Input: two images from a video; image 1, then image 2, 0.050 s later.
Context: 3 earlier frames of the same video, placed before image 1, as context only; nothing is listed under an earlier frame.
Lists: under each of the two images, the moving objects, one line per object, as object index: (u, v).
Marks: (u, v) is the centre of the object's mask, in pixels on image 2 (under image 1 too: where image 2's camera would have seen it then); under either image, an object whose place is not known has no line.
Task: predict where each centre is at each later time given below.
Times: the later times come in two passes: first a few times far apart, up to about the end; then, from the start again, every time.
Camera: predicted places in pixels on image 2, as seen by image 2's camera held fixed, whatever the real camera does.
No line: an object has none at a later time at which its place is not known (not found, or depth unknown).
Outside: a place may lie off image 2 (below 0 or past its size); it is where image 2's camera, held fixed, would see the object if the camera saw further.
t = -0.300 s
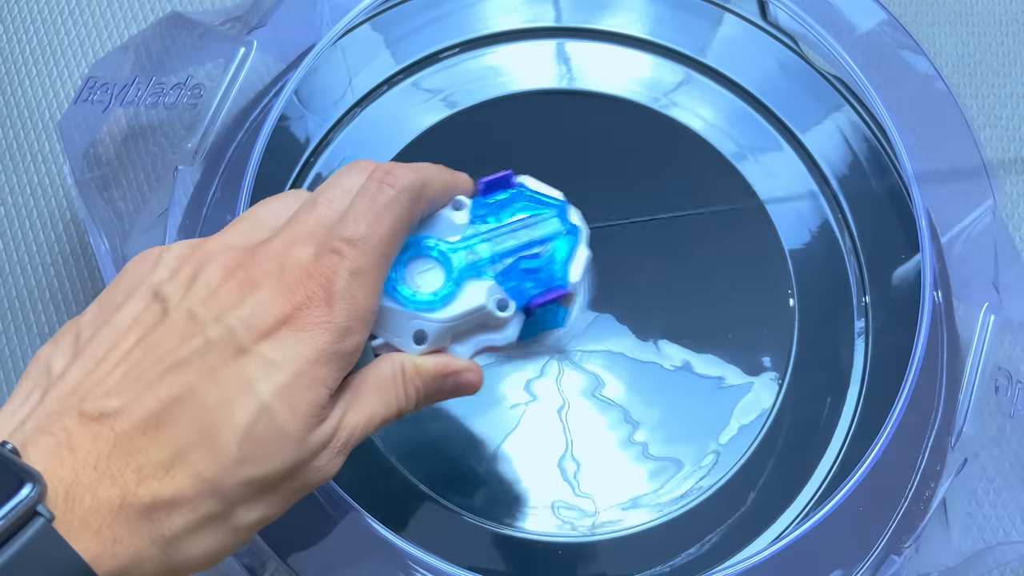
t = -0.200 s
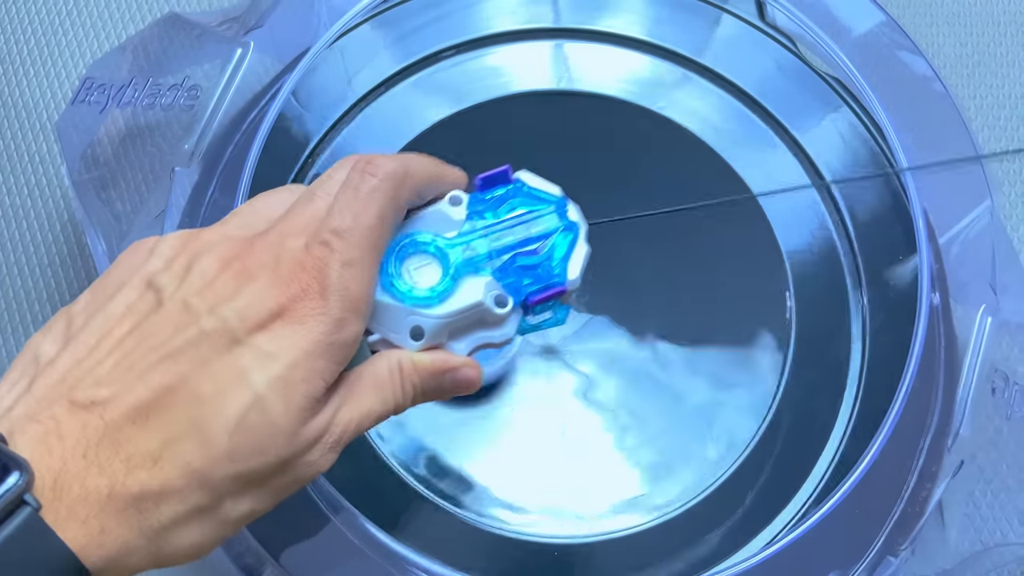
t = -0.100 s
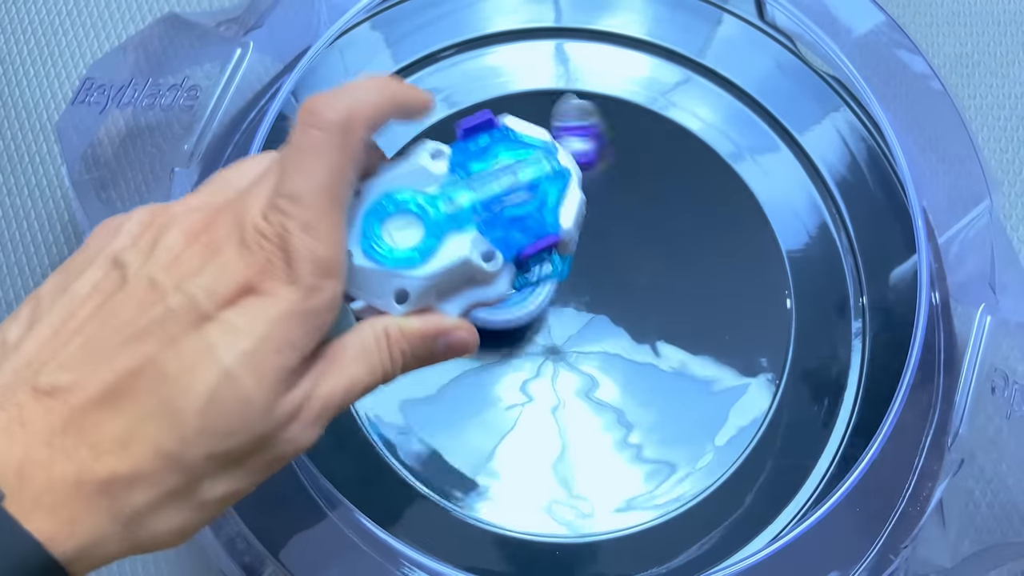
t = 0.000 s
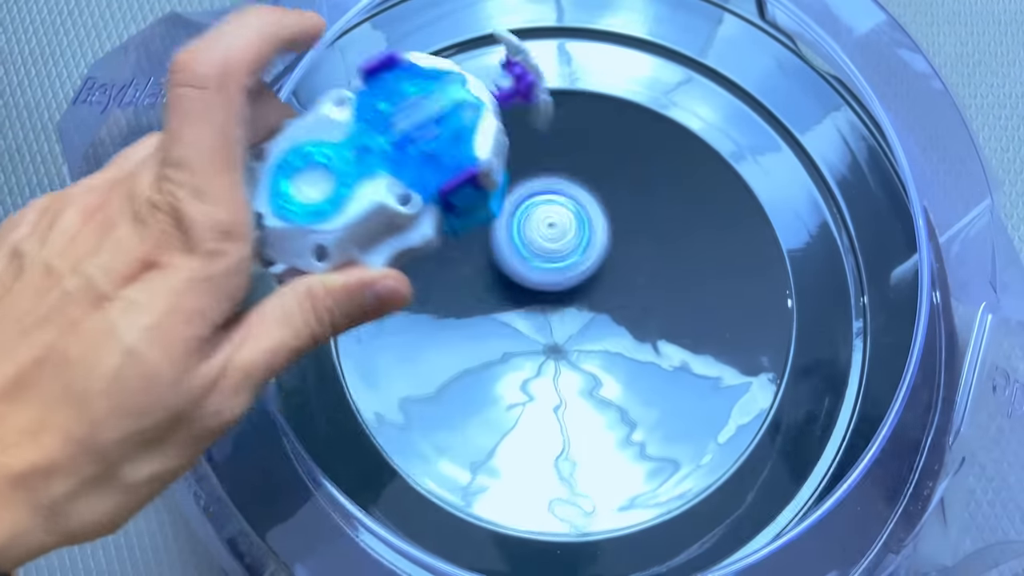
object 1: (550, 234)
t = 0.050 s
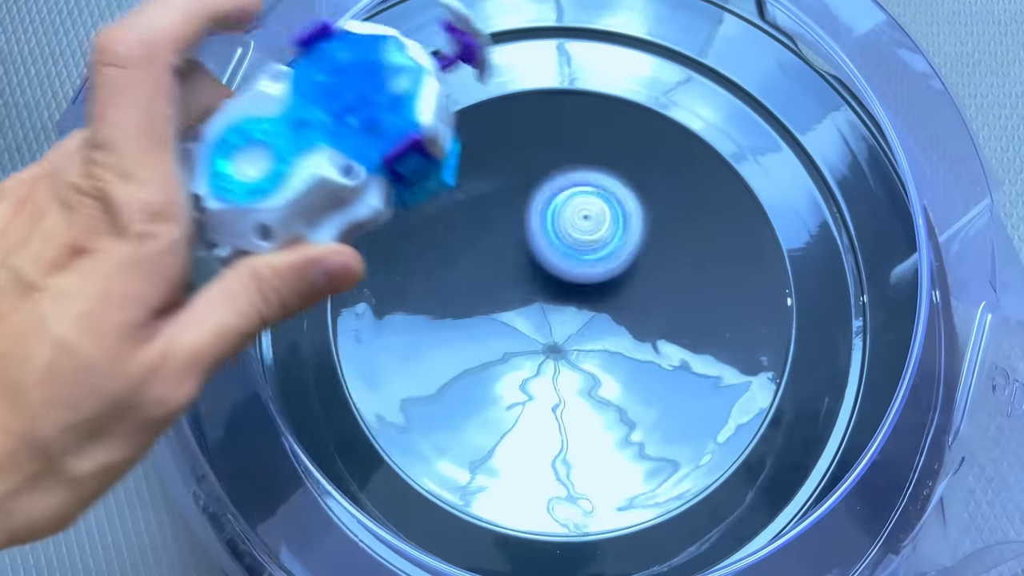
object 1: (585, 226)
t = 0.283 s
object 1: (680, 385)
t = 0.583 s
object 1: (359, 338)
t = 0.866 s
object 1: (517, 58)
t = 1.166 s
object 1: (716, 65)
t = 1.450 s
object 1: (827, 192)
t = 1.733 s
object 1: (812, 415)
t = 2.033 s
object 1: (551, 548)
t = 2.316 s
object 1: (281, 426)
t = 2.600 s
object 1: (363, 91)
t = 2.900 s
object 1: (602, 43)
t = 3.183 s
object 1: (760, 209)
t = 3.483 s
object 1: (589, 520)
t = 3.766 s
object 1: (334, 290)
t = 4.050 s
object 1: (570, 116)
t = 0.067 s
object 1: (598, 226)
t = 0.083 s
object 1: (610, 229)
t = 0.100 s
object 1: (623, 234)
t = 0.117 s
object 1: (635, 239)
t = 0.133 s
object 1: (647, 248)
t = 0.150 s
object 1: (657, 257)
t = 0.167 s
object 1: (666, 269)
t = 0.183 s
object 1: (675, 284)
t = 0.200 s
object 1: (681, 297)
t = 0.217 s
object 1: (686, 314)
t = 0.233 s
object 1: (689, 332)
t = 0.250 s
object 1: (689, 349)
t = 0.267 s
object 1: (686, 368)
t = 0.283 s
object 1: (680, 385)
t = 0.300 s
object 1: (670, 402)
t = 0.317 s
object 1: (660, 422)
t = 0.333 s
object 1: (643, 437)
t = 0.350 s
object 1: (625, 452)
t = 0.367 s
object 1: (609, 462)
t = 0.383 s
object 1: (586, 468)
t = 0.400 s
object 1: (563, 475)
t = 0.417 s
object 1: (538, 473)
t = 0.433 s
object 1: (516, 473)
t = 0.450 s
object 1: (492, 468)
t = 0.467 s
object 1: (466, 454)
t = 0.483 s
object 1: (448, 446)
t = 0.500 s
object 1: (430, 436)
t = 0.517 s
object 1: (411, 421)
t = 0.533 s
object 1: (394, 402)
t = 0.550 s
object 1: (378, 378)
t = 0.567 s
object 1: (369, 359)
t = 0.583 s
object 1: (359, 338)
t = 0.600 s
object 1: (353, 317)
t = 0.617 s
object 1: (349, 295)
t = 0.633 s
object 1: (348, 272)
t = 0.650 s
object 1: (348, 252)
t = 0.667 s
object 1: (352, 231)
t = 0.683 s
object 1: (358, 208)
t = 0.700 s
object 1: (364, 192)
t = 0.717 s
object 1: (375, 170)
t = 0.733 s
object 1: (387, 155)
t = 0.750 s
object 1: (402, 135)
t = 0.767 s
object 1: (418, 121)
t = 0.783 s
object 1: (435, 109)
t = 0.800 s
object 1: (454, 98)
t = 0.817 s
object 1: (472, 87)
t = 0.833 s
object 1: (487, 78)
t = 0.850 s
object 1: (501, 68)
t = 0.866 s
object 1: (517, 58)
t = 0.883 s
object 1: (529, 54)
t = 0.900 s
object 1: (541, 51)
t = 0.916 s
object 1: (554, 48)
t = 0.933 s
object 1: (566, 47)
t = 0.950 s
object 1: (579, 45)
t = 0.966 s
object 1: (591, 45)
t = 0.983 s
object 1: (601, 44)
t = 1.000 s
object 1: (612, 44)
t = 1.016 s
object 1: (623, 44)
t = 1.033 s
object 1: (636, 45)
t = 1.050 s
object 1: (645, 46)
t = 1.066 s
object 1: (658, 46)
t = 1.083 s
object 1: (667, 48)
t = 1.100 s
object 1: (676, 50)
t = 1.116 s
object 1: (687, 52)
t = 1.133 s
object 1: (696, 55)
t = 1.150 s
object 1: (707, 59)
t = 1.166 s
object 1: (716, 65)
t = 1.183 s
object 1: (727, 71)
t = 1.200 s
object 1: (735, 78)
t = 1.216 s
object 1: (743, 85)
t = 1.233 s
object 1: (750, 89)
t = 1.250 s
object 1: (758, 97)
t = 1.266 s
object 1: (765, 103)
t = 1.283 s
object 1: (772, 109)
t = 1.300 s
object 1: (779, 115)
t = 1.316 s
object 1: (785, 122)
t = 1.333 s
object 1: (791, 129)
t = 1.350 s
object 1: (797, 137)
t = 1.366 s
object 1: (803, 146)
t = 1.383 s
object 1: (809, 154)
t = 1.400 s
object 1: (814, 163)
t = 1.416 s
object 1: (820, 171)
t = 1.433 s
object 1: (824, 180)
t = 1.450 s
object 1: (827, 192)
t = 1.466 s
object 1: (832, 204)
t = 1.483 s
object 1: (835, 215)
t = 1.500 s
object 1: (839, 226)
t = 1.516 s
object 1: (841, 237)
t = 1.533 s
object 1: (844, 249)
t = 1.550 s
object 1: (844, 261)
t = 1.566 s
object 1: (844, 275)
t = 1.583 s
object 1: (844, 288)
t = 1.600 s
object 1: (843, 302)
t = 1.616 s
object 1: (843, 316)
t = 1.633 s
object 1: (841, 331)
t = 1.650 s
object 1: (838, 344)
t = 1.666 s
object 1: (835, 358)
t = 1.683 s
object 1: (831, 372)
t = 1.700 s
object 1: (826, 386)
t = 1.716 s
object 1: (819, 400)
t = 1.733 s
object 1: (812, 415)
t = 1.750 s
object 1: (803, 429)
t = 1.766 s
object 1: (793, 442)
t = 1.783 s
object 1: (783, 456)
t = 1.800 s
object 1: (772, 469)
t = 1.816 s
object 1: (761, 482)
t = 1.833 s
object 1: (746, 493)
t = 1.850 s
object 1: (733, 504)
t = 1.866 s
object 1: (723, 516)
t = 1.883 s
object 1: (706, 521)
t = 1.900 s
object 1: (690, 525)
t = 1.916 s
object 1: (675, 530)
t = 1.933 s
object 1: (657, 535)
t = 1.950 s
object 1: (640, 537)
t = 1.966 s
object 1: (623, 540)
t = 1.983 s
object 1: (603, 541)
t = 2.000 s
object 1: (586, 544)
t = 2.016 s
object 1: (569, 546)
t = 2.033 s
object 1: (551, 548)
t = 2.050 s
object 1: (533, 549)
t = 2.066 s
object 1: (516, 551)
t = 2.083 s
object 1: (497, 551)
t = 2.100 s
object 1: (481, 550)
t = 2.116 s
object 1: (464, 551)
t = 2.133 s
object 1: (448, 549)
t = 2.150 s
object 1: (429, 546)
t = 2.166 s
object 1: (413, 543)
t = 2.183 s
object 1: (396, 538)
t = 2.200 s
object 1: (378, 533)
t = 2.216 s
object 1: (361, 526)
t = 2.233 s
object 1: (345, 516)
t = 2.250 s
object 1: (330, 505)
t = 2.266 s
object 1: (317, 487)
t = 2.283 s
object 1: (303, 467)
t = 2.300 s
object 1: (292, 446)
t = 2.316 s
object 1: (281, 426)
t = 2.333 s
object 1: (273, 403)
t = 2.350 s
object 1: (267, 381)
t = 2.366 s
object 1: (264, 359)
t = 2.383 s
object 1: (257, 334)
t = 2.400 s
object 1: (256, 313)
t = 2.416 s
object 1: (256, 291)
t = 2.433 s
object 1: (259, 268)
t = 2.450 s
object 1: (262, 248)
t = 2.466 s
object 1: (268, 226)
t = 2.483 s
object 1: (277, 205)
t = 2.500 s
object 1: (283, 187)
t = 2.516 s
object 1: (294, 169)
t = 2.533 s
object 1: (306, 151)
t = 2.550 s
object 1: (321, 137)
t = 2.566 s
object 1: (334, 122)
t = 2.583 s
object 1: (347, 107)
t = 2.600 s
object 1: (363, 91)
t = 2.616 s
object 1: (382, 82)
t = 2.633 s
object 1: (399, 71)
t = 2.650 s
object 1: (417, 59)
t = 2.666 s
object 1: (432, 52)
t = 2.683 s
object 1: (445, 48)
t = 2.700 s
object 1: (459, 45)
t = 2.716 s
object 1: (473, 43)
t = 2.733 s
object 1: (487, 41)
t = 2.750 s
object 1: (501, 39)
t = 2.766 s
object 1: (513, 38)
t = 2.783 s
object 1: (525, 38)
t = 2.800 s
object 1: (535, 37)
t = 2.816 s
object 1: (546, 37)
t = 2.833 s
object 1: (557, 38)
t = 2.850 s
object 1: (569, 39)
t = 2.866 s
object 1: (580, 39)
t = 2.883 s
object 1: (591, 41)
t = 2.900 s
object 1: (602, 43)
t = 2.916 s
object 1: (613, 46)
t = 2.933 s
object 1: (624, 49)
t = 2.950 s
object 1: (636, 53)
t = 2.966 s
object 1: (646, 59)
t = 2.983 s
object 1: (657, 66)
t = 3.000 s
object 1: (667, 73)
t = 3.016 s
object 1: (677, 81)
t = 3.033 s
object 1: (686, 89)
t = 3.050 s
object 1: (696, 99)
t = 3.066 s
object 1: (706, 109)
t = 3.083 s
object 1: (716, 119)
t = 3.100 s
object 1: (724, 130)
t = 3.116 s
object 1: (733, 144)
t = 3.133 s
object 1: (740, 158)
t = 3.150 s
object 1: (747, 173)
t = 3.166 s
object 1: (754, 191)
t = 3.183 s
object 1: (760, 209)
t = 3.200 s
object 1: (765, 229)
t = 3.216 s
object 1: (770, 250)
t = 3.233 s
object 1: (774, 272)
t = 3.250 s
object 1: (774, 294)
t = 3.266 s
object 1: (772, 316)
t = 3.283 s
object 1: (770, 336)
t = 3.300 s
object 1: (765, 358)
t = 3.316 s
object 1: (758, 379)
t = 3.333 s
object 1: (750, 400)
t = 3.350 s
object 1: (739, 420)
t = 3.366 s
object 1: (728, 441)
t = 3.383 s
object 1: (710, 459)
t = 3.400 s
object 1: (693, 475)
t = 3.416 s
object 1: (675, 489)
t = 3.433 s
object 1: (654, 501)
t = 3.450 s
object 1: (632, 510)
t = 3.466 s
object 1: (611, 516)
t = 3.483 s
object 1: (589, 520)
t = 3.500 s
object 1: (565, 523)
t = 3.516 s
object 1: (540, 523)
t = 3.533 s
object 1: (517, 522)
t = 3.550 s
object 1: (492, 519)
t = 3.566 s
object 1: (469, 513)
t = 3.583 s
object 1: (447, 503)
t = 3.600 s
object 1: (427, 488)
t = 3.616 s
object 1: (411, 472)
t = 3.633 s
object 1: (393, 456)
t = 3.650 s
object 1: (377, 441)
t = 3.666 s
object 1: (363, 420)
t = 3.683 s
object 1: (352, 398)
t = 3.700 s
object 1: (343, 376)
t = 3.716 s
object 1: (338, 355)
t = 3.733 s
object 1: (334, 332)
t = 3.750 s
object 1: (333, 311)
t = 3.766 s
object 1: (334, 290)
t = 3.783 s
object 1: (336, 270)
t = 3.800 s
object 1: (341, 251)
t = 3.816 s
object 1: (347, 230)
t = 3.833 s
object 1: (356, 213)
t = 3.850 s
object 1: (366, 201)
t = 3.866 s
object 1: (379, 185)
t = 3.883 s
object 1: (393, 170)
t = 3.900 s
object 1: (407, 156)
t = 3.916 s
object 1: (423, 144)
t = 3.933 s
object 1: (439, 137)
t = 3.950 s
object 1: (456, 128)
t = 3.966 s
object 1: (476, 121)
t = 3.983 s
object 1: (494, 116)
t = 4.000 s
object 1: (512, 112)
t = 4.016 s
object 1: (532, 112)
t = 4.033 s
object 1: (550, 114)
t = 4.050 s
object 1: (570, 116)
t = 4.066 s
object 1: (590, 120)
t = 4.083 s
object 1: (607, 126)
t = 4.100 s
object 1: (625, 136)
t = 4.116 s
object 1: (643, 146)
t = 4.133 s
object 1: (660, 156)
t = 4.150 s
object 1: (677, 167)
